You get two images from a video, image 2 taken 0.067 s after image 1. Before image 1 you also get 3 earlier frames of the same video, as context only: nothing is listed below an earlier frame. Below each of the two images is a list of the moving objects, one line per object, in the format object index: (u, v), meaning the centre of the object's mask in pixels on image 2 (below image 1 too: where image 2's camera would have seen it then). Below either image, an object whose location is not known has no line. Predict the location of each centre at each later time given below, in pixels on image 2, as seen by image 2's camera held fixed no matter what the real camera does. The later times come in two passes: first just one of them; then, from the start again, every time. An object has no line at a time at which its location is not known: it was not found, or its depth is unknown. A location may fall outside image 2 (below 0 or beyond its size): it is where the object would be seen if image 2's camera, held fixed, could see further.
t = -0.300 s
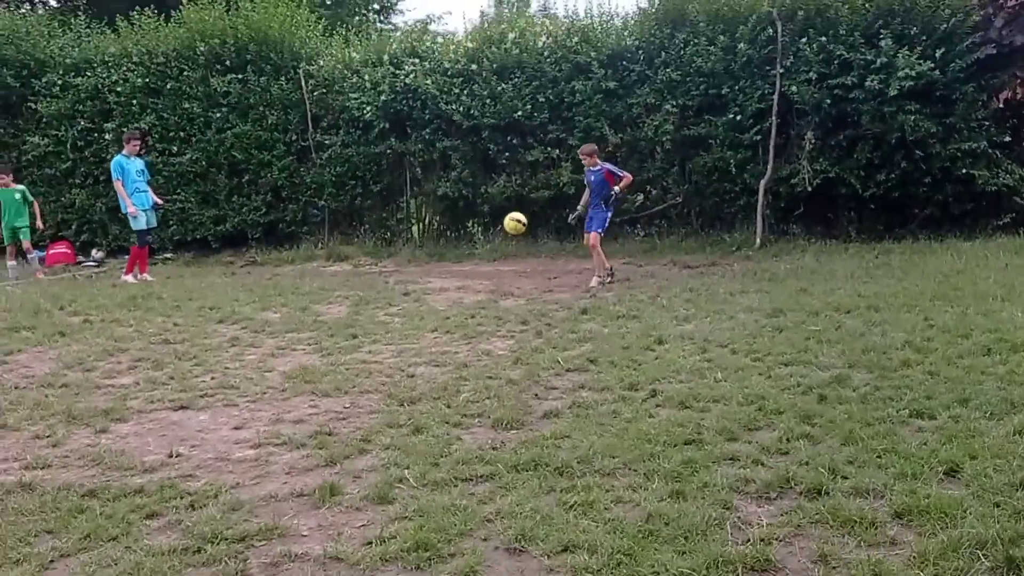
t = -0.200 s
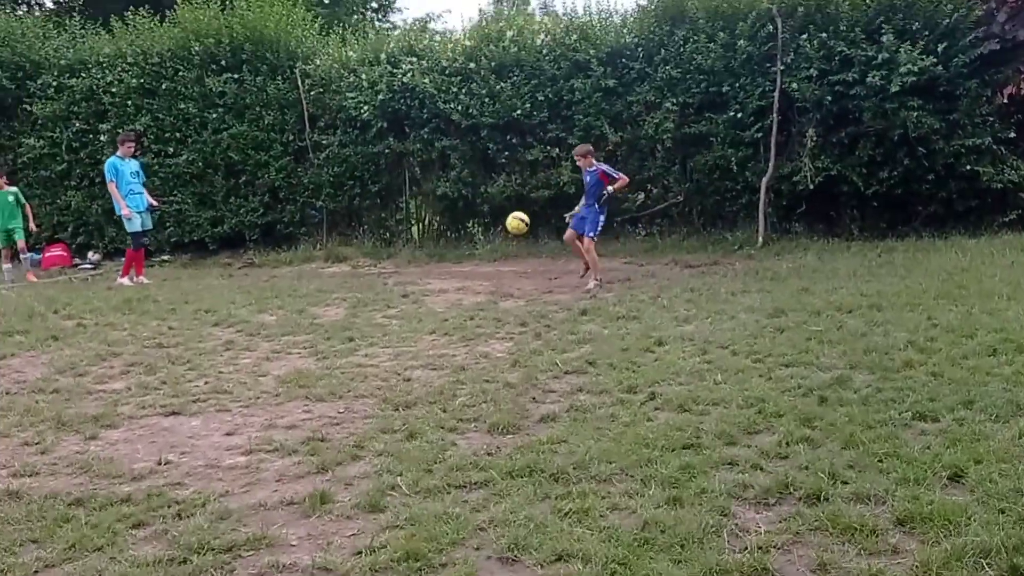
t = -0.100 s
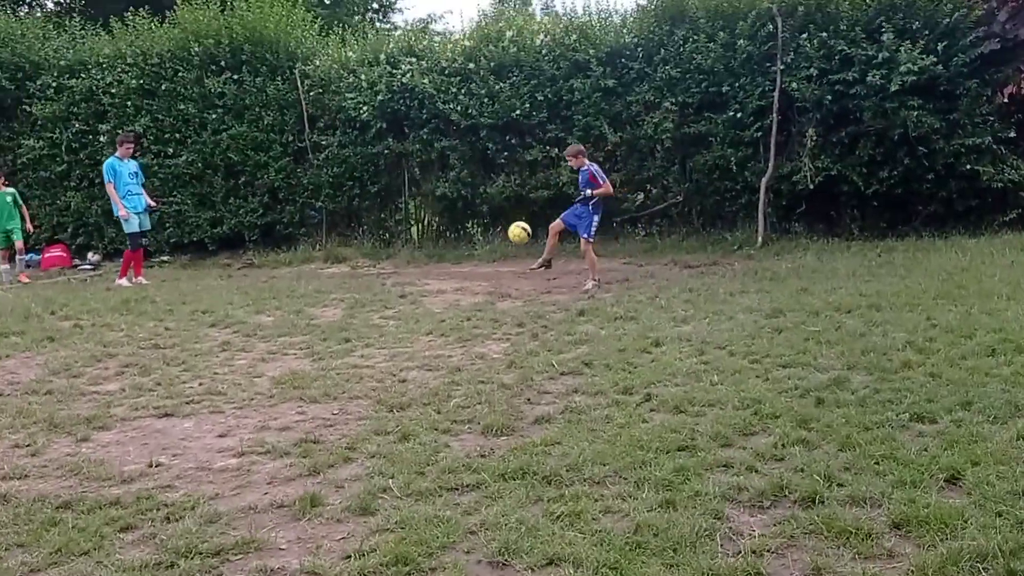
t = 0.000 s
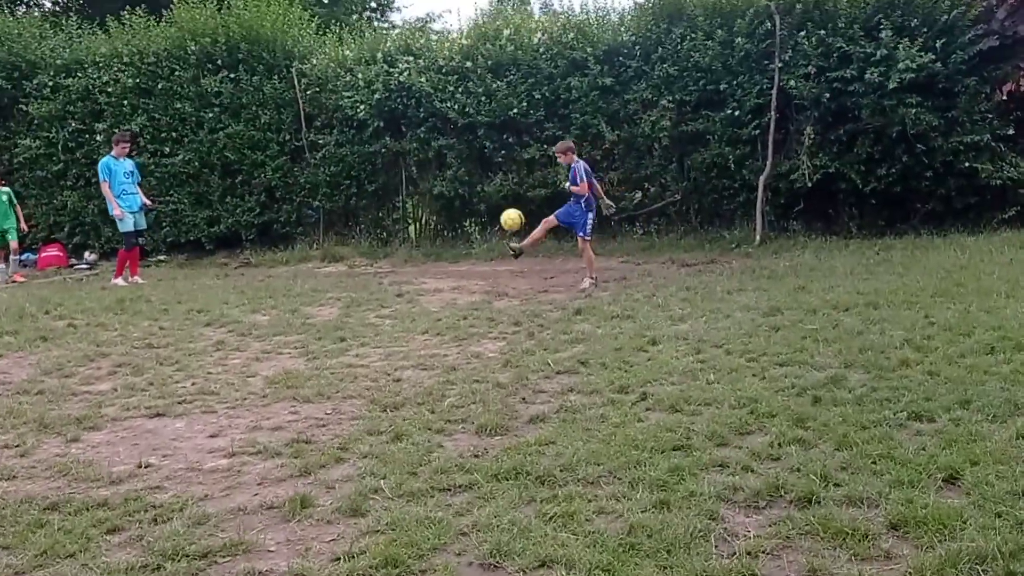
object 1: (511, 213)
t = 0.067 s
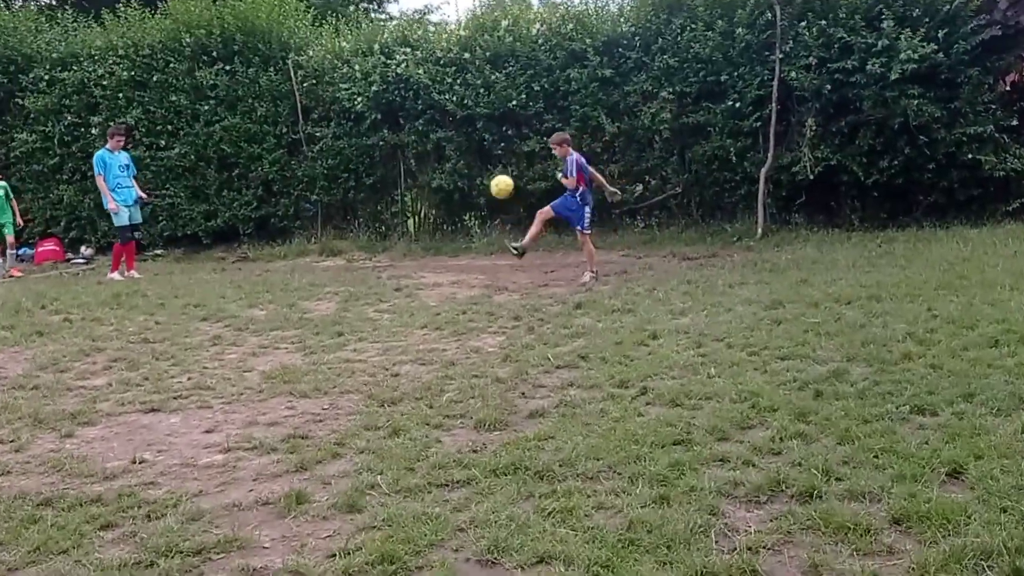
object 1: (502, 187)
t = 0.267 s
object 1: (472, 129)
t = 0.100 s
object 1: (497, 174)
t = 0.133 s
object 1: (492, 163)
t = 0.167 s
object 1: (487, 153)
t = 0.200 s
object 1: (482, 144)
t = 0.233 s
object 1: (477, 136)
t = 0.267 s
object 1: (472, 129)
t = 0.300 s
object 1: (466, 122)
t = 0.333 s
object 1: (461, 118)
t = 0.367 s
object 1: (455, 114)
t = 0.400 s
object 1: (450, 112)
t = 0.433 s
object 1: (444, 111)
